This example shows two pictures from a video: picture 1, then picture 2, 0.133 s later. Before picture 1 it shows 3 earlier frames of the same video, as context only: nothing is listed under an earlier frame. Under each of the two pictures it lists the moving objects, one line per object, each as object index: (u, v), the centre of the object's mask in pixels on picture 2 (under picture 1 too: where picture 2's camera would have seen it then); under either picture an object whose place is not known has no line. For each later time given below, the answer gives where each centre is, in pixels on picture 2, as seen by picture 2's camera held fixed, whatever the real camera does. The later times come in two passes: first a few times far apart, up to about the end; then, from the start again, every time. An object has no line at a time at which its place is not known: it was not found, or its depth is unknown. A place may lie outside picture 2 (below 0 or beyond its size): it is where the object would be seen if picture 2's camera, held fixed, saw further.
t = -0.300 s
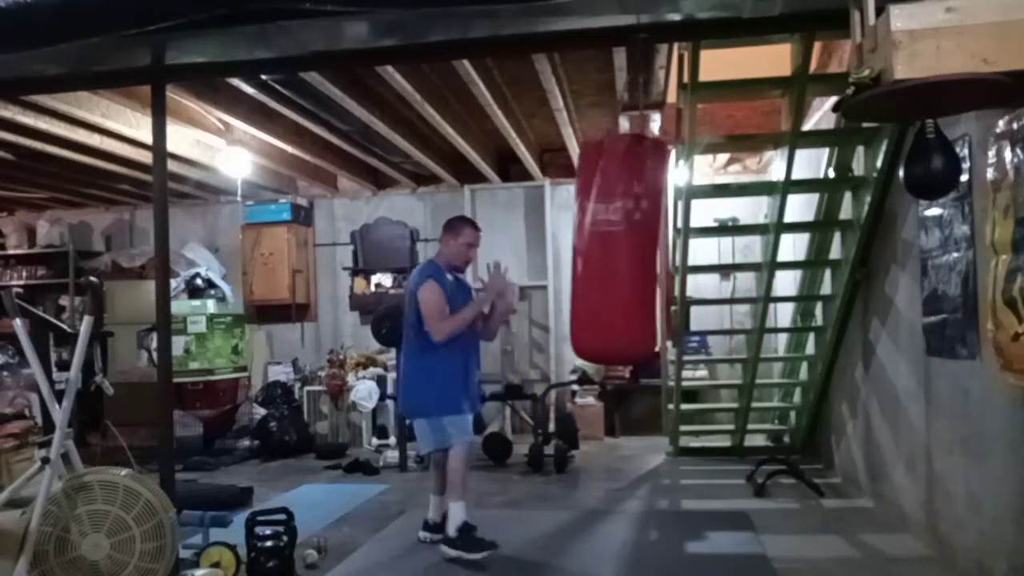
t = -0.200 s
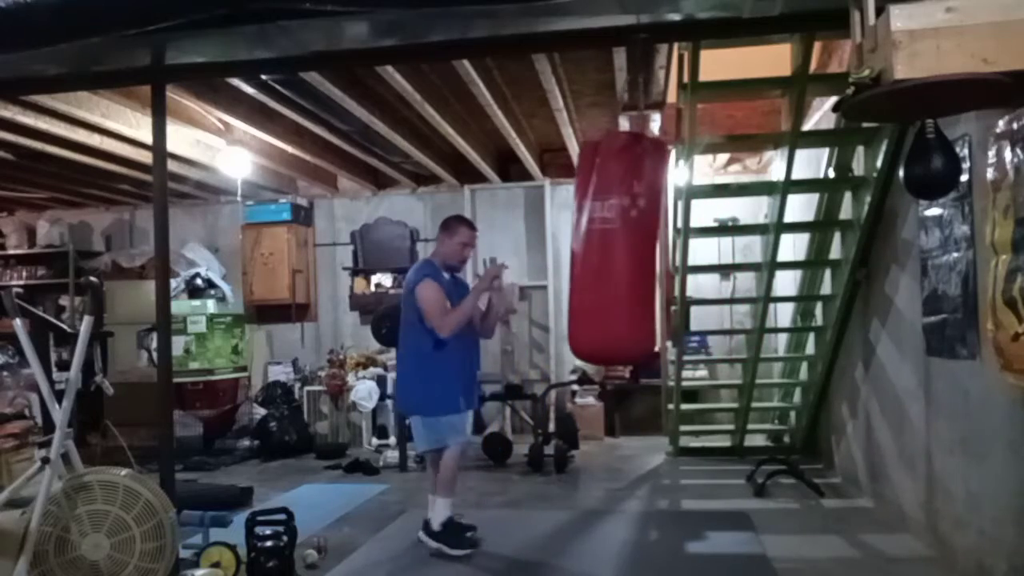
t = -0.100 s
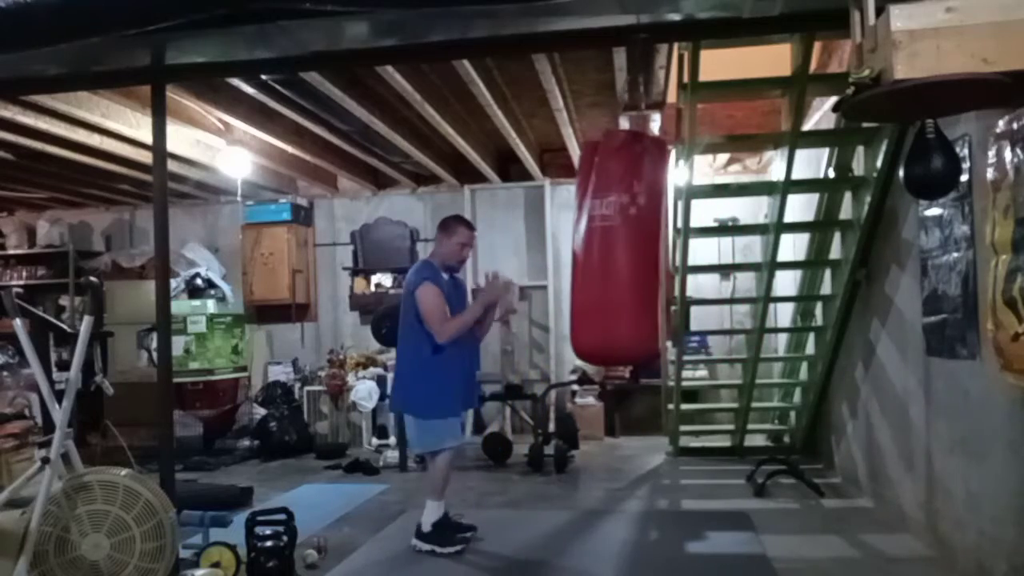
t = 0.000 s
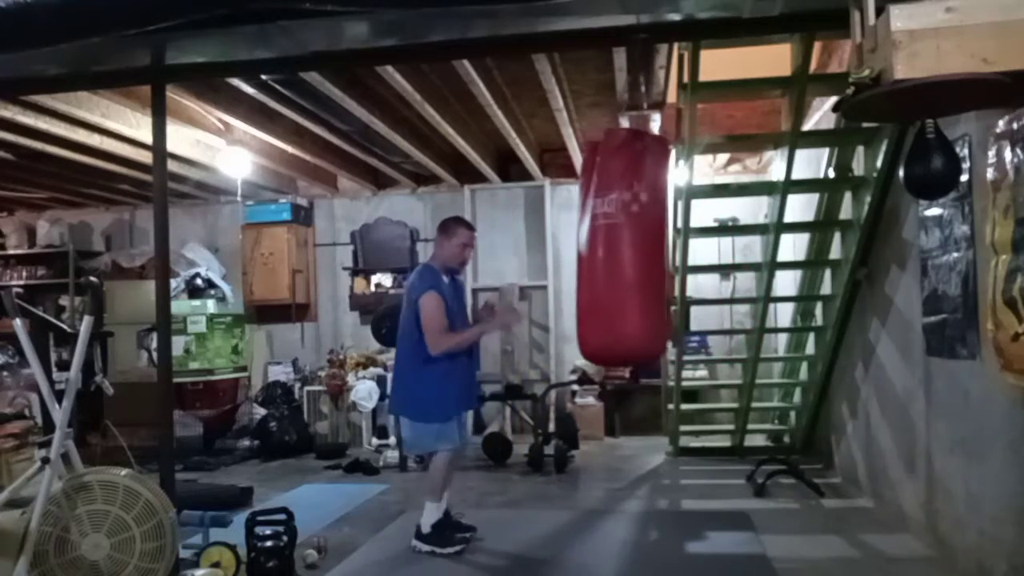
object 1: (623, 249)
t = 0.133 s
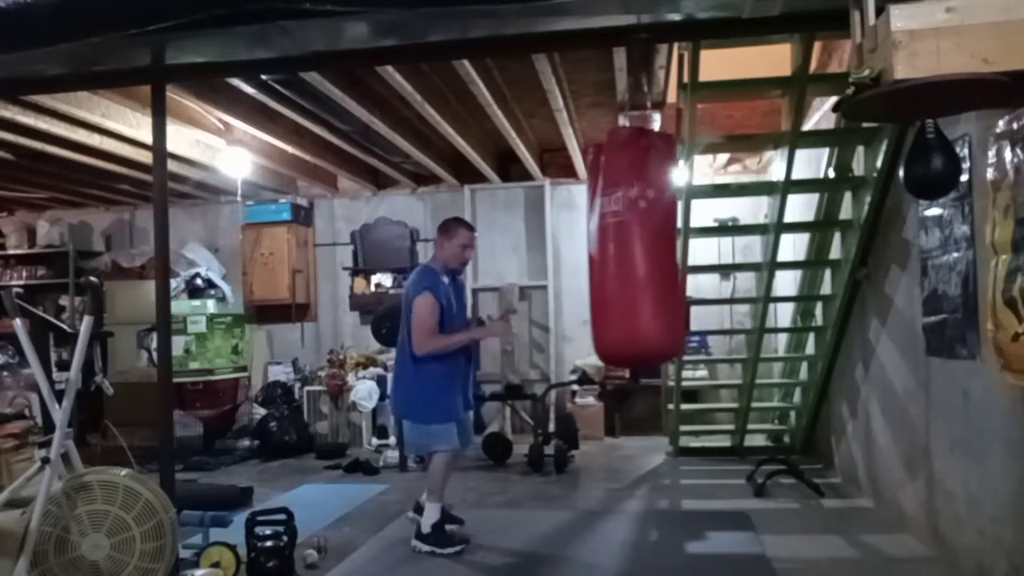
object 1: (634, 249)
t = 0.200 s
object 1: (640, 249)
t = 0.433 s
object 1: (666, 247)
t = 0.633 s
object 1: (683, 246)
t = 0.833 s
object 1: (687, 246)
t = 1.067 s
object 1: (675, 247)
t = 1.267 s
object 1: (656, 247)
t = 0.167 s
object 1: (637, 249)
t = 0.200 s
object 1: (640, 249)
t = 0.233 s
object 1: (644, 249)
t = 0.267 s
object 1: (648, 248)
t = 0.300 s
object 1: (652, 248)
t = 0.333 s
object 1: (655, 248)
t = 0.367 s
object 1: (659, 248)
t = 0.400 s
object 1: (663, 248)
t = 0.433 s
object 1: (666, 247)
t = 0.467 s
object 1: (670, 247)
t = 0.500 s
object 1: (673, 247)
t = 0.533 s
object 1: (676, 246)
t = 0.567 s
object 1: (678, 246)
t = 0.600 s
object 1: (681, 246)
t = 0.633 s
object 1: (683, 246)
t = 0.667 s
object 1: (684, 246)
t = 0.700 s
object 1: (686, 246)
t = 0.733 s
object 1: (687, 246)
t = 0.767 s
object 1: (687, 246)
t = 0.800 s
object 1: (687, 246)
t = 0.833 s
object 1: (687, 246)
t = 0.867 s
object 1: (686, 246)
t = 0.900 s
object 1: (685, 246)
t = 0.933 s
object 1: (684, 247)
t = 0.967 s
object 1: (682, 247)
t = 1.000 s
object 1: (680, 247)
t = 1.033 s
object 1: (678, 247)
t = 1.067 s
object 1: (675, 247)
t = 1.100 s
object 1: (672, 247)
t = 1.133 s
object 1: (669, 248)
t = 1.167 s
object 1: (666, 248)
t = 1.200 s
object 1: (663, 248)
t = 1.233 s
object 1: (659, 248)
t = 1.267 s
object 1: (656, 247)
